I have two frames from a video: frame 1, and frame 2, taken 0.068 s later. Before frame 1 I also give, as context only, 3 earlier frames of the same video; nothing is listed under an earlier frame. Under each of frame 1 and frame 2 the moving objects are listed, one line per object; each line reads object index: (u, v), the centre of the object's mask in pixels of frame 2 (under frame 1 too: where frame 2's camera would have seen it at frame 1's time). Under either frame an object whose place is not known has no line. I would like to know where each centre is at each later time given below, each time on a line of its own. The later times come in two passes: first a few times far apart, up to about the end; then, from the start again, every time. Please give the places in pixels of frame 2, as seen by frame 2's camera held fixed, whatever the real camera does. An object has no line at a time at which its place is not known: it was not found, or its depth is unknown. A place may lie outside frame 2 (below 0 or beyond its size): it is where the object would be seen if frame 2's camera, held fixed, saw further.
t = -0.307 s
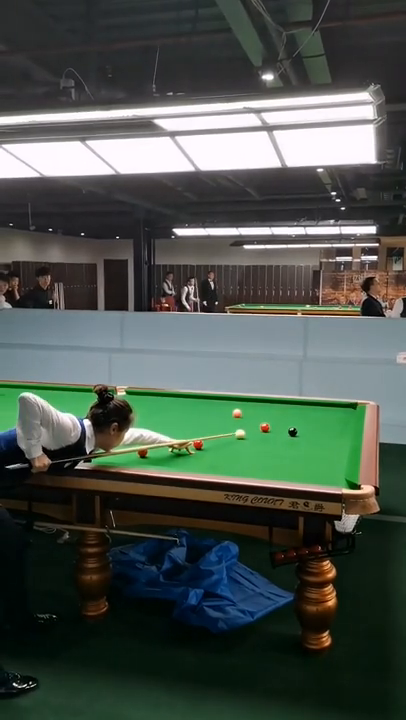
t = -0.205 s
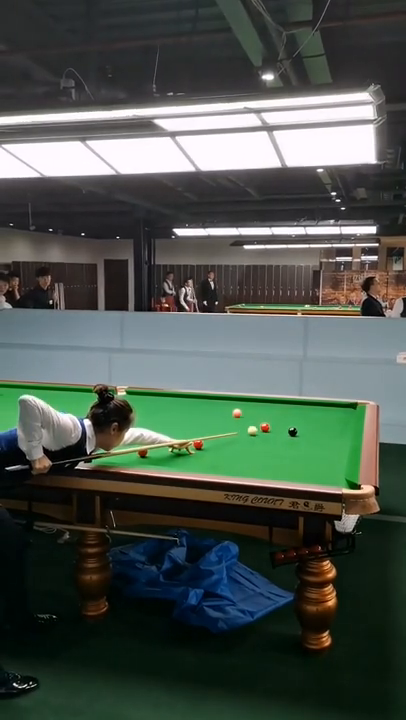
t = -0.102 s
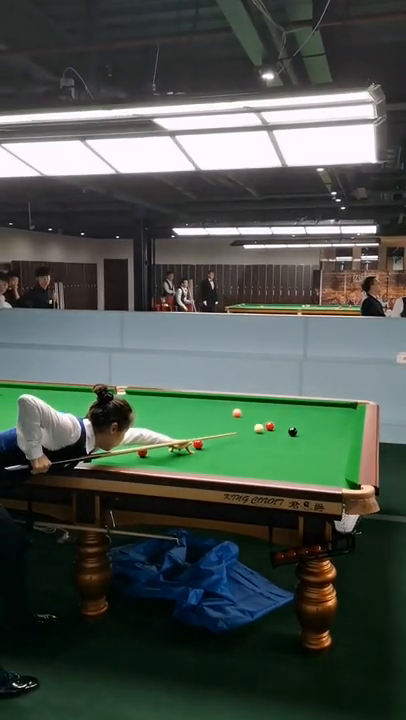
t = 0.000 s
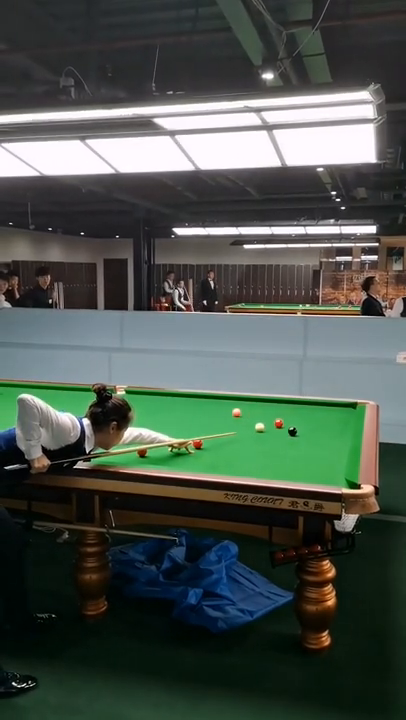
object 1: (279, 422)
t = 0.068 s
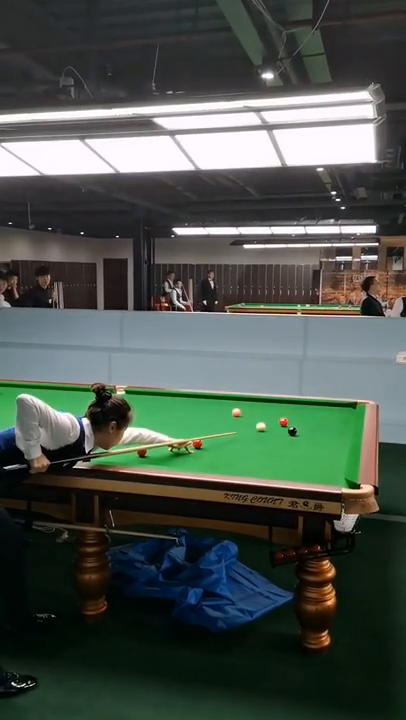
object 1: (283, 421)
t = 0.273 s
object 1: (296, 418)
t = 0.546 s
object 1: (313, 414)
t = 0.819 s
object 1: (327, 410)
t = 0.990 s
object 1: (336, 408)
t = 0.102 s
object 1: (286, 421)
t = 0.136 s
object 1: (288, 420)
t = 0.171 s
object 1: (290, 420)
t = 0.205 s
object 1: (292, 419)
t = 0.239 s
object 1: (294, 418)
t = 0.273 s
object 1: (296, 418)
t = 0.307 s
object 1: (299, 418)
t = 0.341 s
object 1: (301, 417)
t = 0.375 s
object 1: (303, 416)
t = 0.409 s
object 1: (305, 416)
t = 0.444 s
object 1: (307, 416)
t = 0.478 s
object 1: (309, 415)
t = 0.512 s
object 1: (311, 414)
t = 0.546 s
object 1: (313, 414)
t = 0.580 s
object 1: (315, 413)
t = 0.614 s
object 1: (317, 413)
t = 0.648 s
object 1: (319, 412)
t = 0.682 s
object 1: (320, 412)
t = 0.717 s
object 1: (322, 412)
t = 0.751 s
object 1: (324, 412)
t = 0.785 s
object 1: (326, 411)
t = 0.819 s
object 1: (327, 410)
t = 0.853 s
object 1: (329, 410)
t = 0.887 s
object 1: (331, 410)
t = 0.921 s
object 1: (333, 409)
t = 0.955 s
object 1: (334, 408)
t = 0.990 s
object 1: (336, 408)
